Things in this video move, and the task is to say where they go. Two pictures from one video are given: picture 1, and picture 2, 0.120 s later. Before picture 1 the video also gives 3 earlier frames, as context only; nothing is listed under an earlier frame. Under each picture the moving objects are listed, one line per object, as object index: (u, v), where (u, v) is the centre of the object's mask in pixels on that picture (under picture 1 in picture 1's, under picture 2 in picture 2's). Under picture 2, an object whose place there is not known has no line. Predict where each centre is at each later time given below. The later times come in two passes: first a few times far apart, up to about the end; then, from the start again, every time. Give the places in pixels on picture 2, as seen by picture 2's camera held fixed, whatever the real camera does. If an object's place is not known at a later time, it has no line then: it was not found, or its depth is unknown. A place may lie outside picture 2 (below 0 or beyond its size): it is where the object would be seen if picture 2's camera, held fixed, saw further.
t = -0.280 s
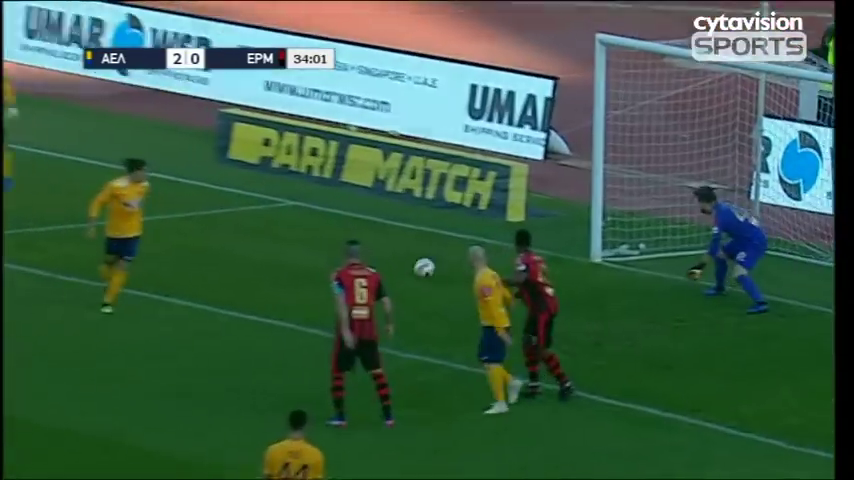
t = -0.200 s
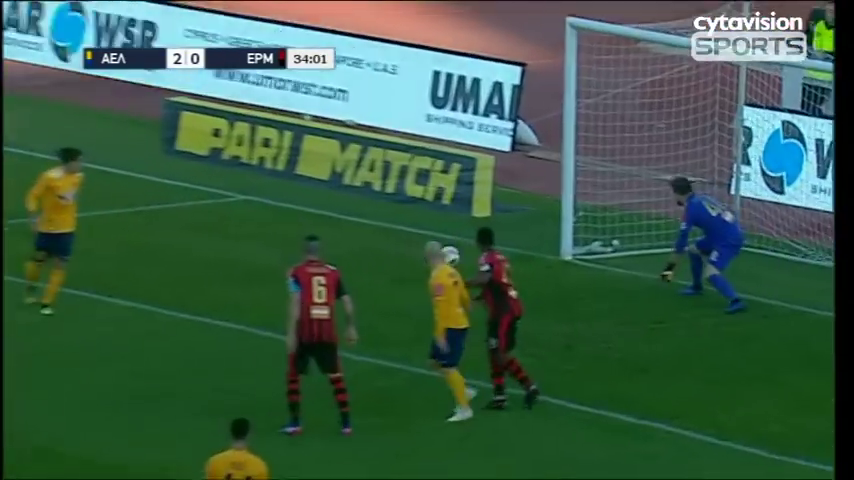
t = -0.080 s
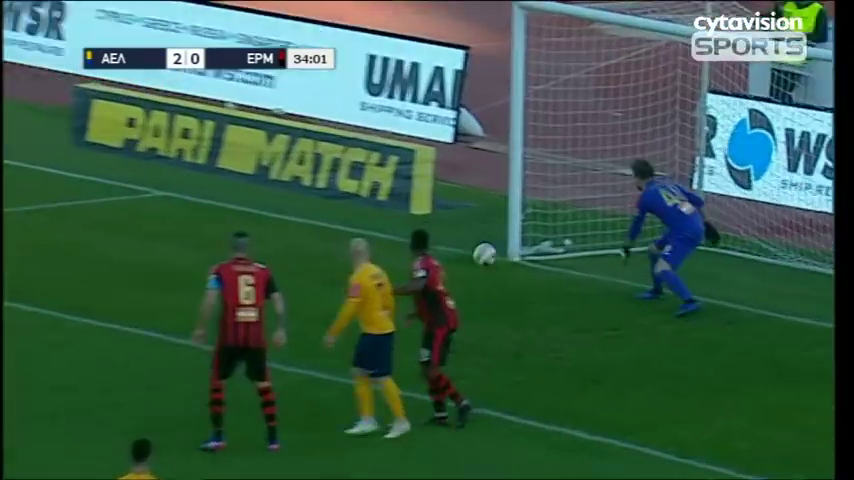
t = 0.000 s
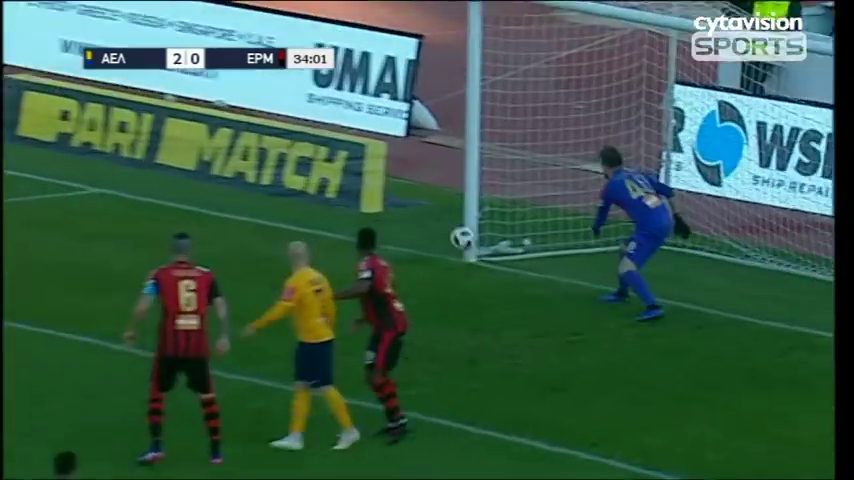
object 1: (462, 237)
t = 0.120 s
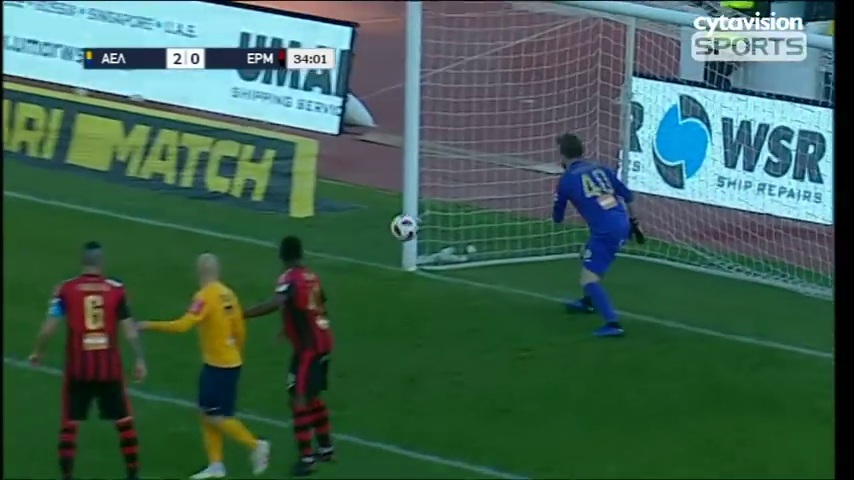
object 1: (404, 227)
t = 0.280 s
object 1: (409, 230)
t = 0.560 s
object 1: (428, 305)
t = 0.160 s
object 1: (404, 225)
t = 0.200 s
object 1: (406, 225)
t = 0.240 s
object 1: (408, 227)
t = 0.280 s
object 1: (409, 230)
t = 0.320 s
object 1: (415, 235)
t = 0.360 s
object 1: (412, 243)
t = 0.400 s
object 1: (414, 252)
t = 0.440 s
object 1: (420, 262)
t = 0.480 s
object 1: (418, 276)
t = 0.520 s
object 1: (421, 291)
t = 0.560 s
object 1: (428, 305)
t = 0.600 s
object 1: (432, 323)
